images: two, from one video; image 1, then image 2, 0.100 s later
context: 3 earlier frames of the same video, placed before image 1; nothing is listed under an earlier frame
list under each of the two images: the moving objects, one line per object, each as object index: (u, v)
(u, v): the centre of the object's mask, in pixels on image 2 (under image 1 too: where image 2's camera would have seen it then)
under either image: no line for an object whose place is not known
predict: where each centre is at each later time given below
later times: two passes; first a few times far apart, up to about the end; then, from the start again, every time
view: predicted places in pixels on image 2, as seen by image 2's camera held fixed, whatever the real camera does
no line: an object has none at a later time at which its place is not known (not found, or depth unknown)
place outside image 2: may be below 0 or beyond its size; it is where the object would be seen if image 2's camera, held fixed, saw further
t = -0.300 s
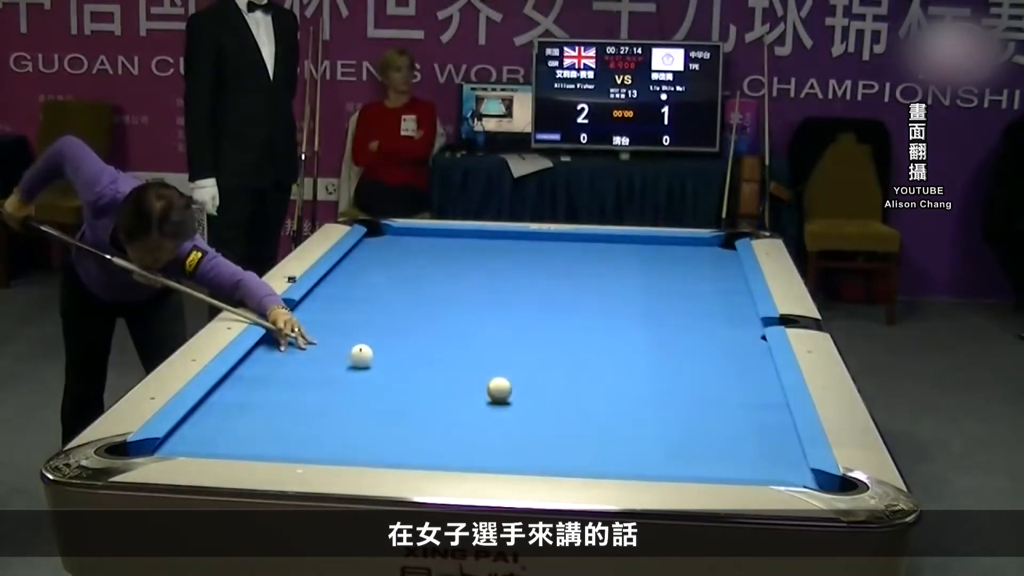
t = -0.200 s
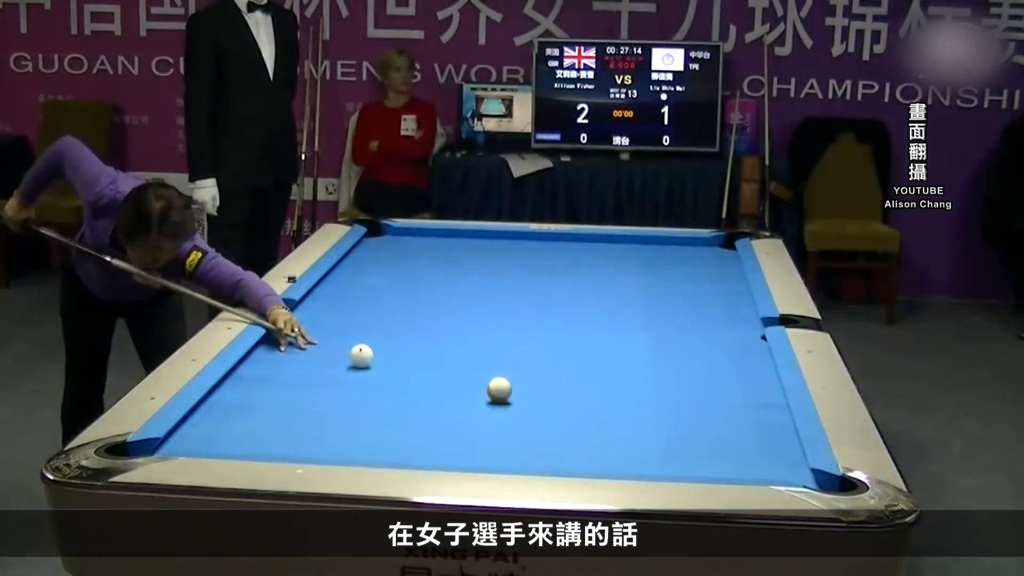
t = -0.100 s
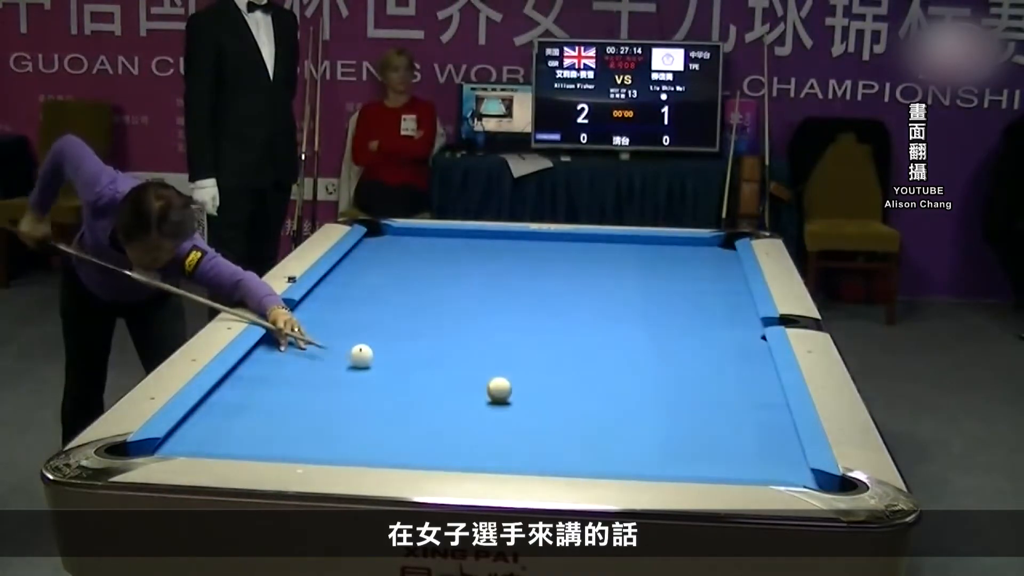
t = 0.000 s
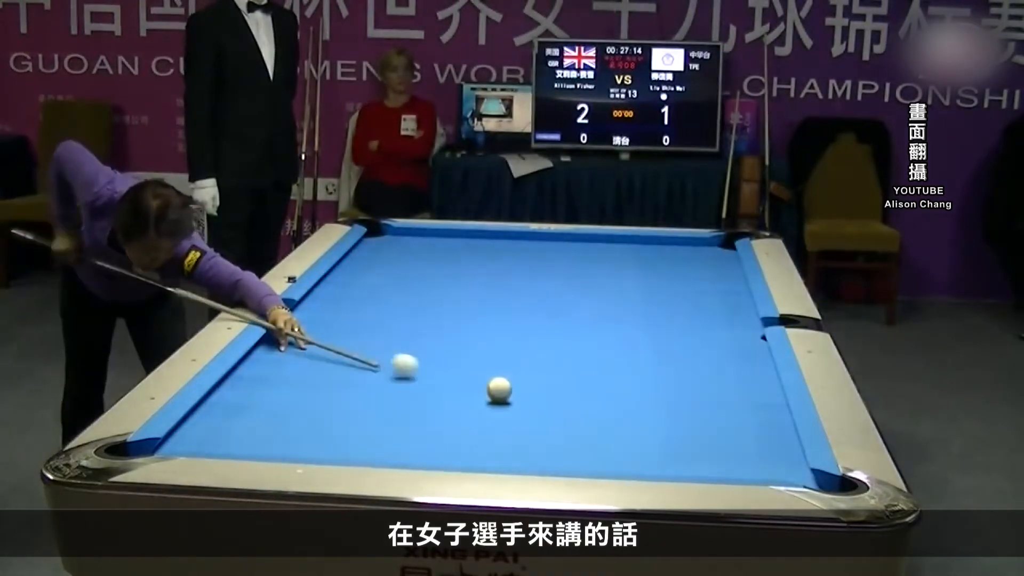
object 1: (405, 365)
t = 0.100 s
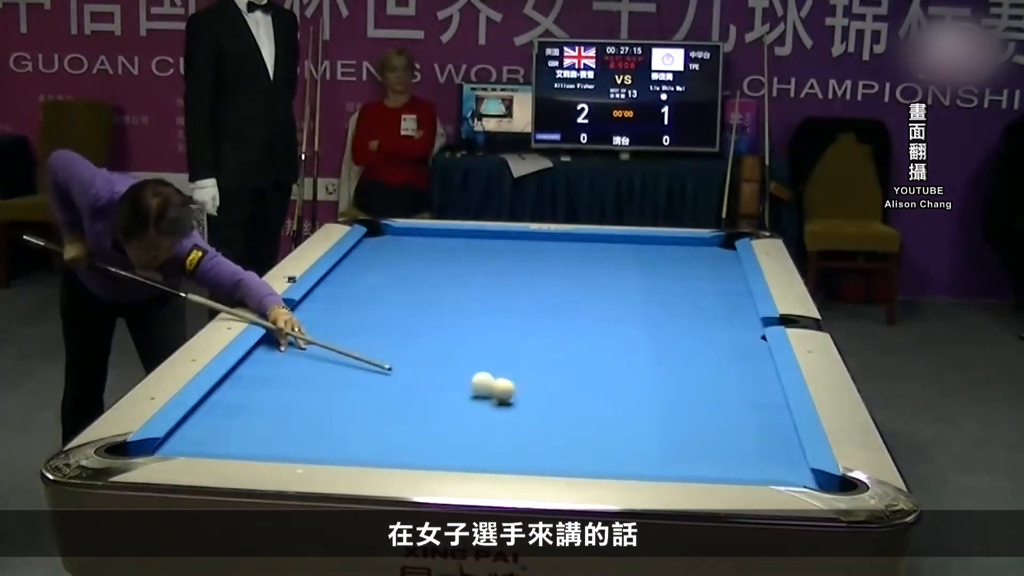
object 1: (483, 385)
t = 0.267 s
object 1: (493, 380)
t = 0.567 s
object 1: (504, 373)
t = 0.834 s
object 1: (512, 367)
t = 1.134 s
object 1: (519, 361)
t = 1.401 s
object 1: (525, 357)
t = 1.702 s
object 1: (530, 352)
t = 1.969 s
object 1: (534, 349)
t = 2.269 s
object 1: (538, 346)
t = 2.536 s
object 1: (540, 344)
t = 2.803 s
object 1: (542, 343)
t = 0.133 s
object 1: (487, 384)
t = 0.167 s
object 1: (489, 383)
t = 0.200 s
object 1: (491, 382)
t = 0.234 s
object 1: (493, 381)
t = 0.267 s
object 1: (493, 380)
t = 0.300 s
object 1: (495, 379)
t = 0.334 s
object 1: (496, 379)
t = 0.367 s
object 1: (497, 378)
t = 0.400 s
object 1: (499, 377)
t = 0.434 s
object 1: (500, 376)
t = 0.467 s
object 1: (501, 375)
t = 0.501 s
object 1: (502, 375)
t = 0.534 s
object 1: (503, 374)
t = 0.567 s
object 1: (504, 373)
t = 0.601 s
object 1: (505, 372)
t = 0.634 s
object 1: (506, 371)
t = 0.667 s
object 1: (507, 370)
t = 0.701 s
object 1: (508, 370)
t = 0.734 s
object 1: (509, 368)
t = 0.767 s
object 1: (510, 368)
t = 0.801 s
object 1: (511, 368)
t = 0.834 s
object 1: (512, 367)
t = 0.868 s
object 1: (513, 366)
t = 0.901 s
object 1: (514, 366)
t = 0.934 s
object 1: (515, 365)
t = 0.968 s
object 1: (515, 365)
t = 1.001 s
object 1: (516, 364)
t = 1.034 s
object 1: (517, 363)
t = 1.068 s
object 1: (518, 362)
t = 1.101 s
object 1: (519, 362)
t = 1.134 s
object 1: (519, 361)
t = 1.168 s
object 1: (520, 361)
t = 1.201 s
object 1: (521, 360)
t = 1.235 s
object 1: (522, 359)
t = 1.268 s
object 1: (523, 358)
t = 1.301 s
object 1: (523, 358)
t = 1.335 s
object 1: (524, 358)
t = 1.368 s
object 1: (524, 357)
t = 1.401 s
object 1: (525, 357)
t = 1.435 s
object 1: (526, 355)
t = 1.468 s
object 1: (526, 355)
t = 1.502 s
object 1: (527, 355)
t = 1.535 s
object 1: (527, 355)
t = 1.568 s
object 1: (528, 354)
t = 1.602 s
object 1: (529, 354)
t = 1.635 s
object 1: (529, 352)
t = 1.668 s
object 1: (530, 353)
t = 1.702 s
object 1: (530, 352)
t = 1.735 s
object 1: (531, 352)
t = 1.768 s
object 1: (531, 351)
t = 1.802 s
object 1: (531, 351)
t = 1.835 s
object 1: (532, 350)
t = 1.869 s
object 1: (532, 350)
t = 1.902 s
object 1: (533, 350)
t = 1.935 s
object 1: (533, 349)
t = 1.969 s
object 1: (534, 349)
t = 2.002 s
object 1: (534, 349)
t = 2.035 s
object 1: (535, 348)
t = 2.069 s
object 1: (535, 348)
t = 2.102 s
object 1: (536, 347)
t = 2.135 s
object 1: (536, 347)
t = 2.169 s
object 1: (537, 347)
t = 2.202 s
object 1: (537, 347)
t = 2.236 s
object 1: (537, 347)
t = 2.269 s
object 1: (538, 346)
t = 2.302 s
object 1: (538, 346)
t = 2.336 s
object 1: (538, 345)
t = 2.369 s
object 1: (539, 345)
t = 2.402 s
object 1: (539, 345)
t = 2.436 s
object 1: (539, 345)
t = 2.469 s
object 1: (540, 345)
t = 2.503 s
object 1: (540, 344)
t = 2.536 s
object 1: (540, 344)
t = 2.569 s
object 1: (540, 344)
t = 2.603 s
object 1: (541, 344)
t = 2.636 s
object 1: (541, 343)
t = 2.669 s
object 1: (541, 344)
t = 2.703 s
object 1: (541, 343)
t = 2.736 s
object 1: (542, 343)
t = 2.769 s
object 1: (542, 343)
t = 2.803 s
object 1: (542, 343)
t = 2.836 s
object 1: (542, 342)
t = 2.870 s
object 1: (542, 342)
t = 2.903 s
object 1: (542, 342)
